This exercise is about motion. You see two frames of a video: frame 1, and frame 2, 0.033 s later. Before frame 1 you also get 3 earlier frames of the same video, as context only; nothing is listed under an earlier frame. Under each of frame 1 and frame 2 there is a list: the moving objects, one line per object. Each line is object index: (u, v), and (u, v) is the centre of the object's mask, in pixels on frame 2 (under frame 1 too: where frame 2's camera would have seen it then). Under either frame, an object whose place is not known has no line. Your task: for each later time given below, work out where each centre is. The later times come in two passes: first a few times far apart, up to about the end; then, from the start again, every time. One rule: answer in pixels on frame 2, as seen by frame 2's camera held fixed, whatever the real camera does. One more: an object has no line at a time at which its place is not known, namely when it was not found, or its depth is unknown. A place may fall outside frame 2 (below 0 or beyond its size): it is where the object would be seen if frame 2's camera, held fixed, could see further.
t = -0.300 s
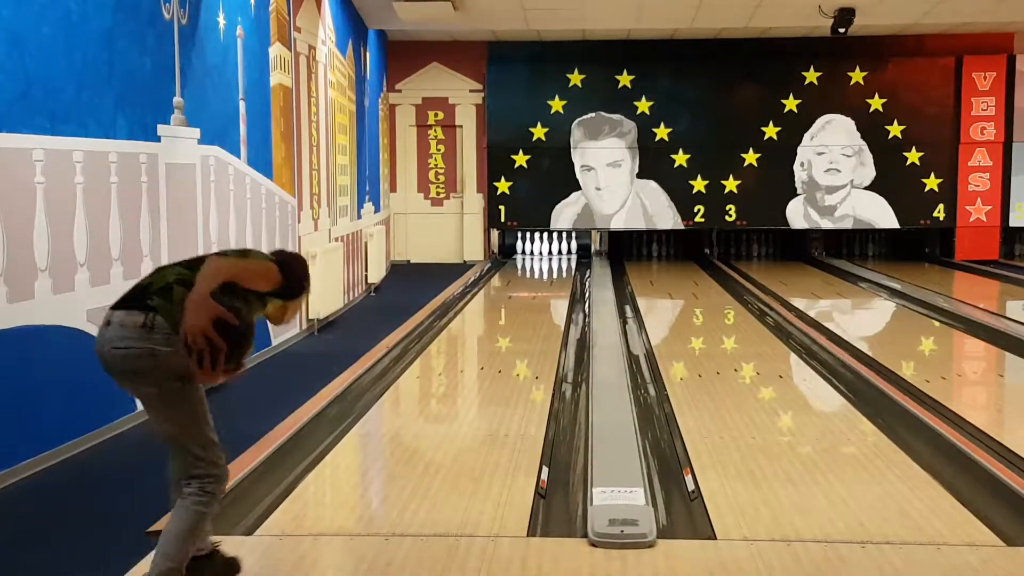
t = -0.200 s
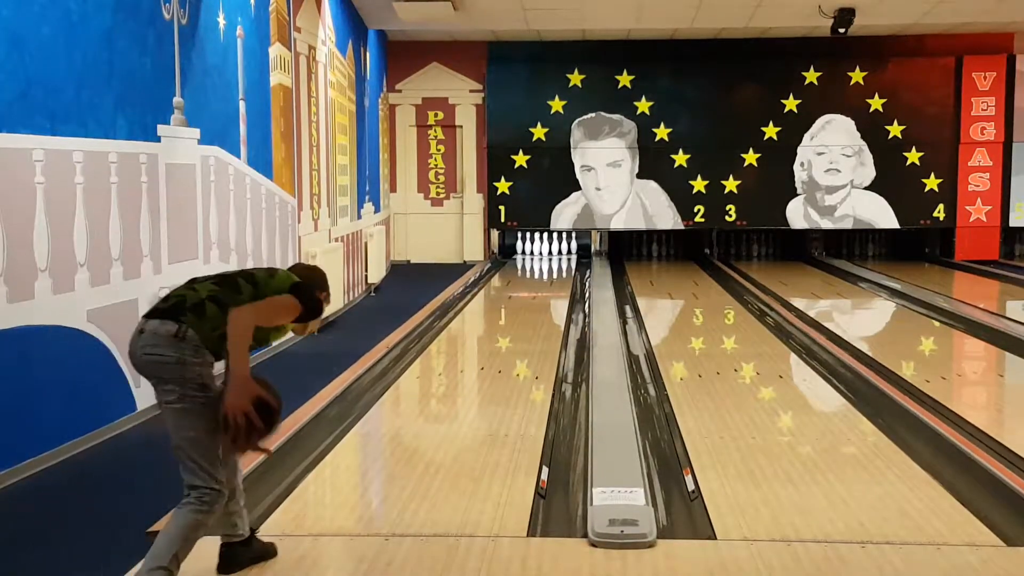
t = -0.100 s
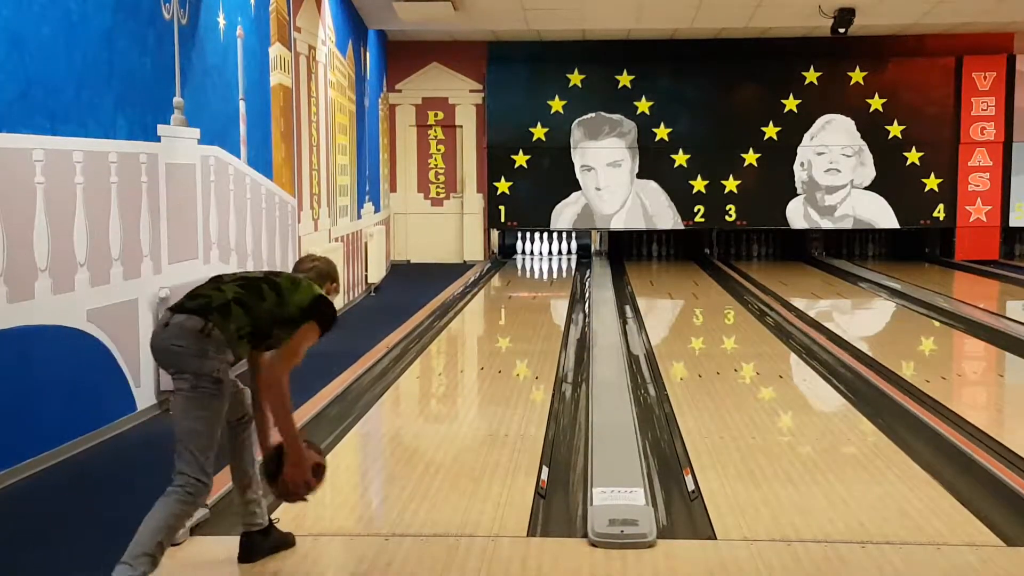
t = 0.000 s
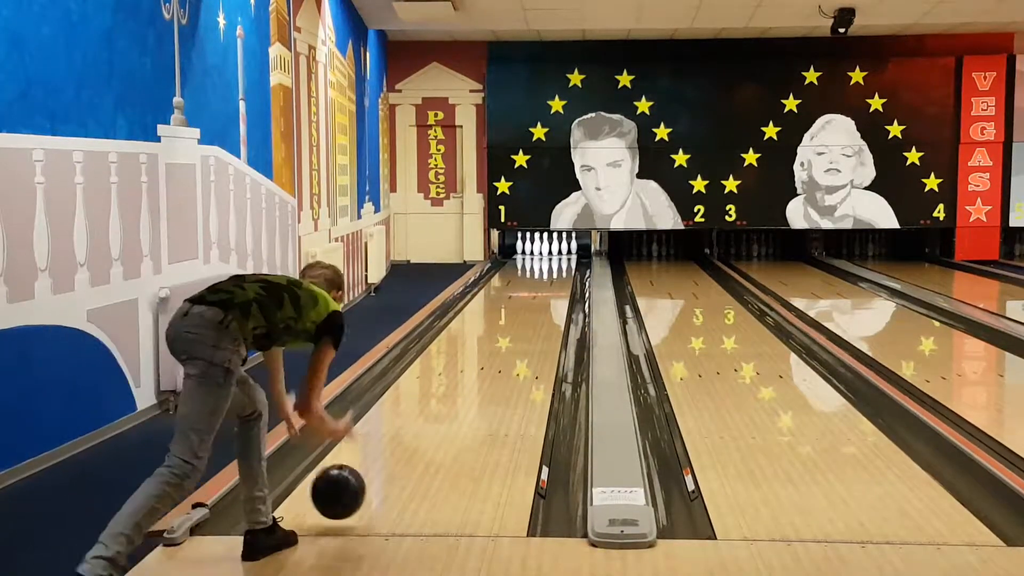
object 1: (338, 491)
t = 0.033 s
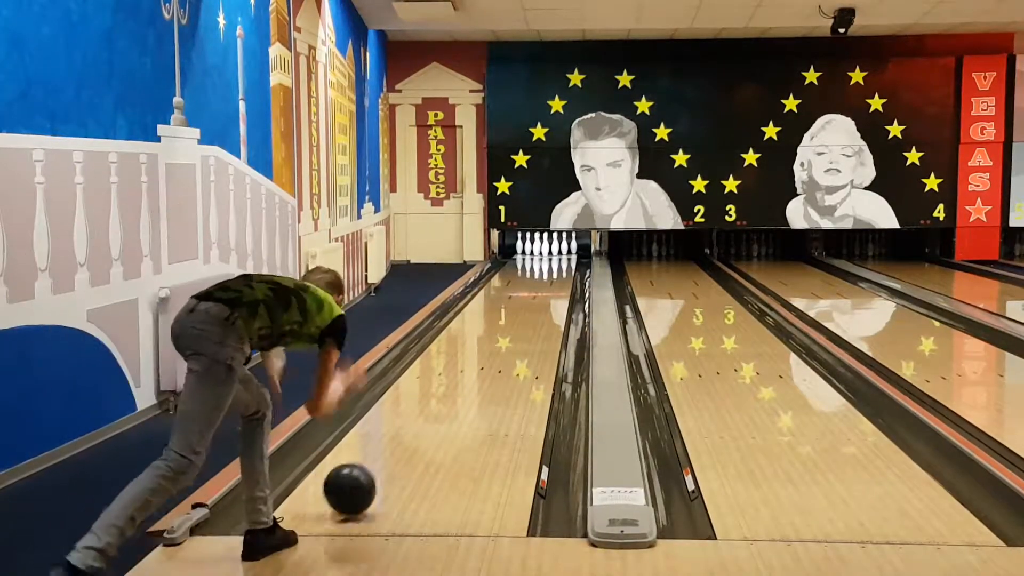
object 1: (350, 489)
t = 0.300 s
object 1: (416, 419)
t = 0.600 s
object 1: (461, 370)
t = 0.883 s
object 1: (490, 339)
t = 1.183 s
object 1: (511, 315)
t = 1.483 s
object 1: (525, 297)
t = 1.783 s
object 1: (536, 284)
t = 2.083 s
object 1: (544, 272)
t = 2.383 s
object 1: (546, 264)
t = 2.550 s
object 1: (545, 260)
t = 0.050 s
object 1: (355, 482)
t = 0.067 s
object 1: (360, 475)
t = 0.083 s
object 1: (365, 469)
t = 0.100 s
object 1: (369, 465)
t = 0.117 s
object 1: (374, 460)
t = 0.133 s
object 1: (379, 457)
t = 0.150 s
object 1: (383, 454)
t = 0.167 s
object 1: (387, 450)
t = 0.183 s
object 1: (391, 446)
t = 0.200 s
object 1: (395, 442)
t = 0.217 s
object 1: (399, 438)
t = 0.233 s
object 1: (402, 434)
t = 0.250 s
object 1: (406, 431)
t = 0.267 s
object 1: (409, 427)
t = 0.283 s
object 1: (413, 423)
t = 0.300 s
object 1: (416, 419)
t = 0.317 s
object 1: (419, 416)
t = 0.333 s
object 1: (422, 413)
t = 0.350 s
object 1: (425, 410)
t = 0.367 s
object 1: (428, 406)
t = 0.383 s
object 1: (431, 403)
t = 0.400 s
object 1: (433, 400)
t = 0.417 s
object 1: (436, 397)
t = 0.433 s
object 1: (439, 395)
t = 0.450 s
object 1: (441, 392)
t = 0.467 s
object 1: (444, 389)
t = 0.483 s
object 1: (446, 387)
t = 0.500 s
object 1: (449, 384)
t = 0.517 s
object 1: (451, 381)
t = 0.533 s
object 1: (453, 379)
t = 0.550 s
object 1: (455, 377)
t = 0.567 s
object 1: (457, 374)
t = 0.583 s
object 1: (459, 372)
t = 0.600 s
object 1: (461, 370)
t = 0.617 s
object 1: (464, 367)
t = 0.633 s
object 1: (465, 365)
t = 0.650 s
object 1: (467, 363)
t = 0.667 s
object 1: (469, 362)
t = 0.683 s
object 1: (471, 360)
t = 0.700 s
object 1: (473, 358)
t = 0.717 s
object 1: (475, 356)
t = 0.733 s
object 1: (476, 354)
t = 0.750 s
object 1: (478, 352)
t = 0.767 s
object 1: (479, 350)
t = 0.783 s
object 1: (481, 349)
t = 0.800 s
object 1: (482, 347)
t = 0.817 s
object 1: (484, 345)
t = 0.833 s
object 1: (485, 344)
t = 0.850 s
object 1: (487, 342)
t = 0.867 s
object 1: (488, 340)
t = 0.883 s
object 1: (490, 339)
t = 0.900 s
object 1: (491, 337)
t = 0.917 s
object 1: (493, 336)
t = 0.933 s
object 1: (494, 334)
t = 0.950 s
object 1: (495, 333)
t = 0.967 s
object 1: (496, 331)
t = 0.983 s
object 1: (497, 330)
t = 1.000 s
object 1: (498, 329)
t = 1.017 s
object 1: (500, 327)
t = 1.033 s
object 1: (501, 326)
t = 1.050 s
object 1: (502, 325)
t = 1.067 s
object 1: (503, 324)
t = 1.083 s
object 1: (504, 322)
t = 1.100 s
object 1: (505, 321)
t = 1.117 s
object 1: (506, 320)
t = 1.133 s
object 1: (508, 318)
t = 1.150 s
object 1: (509, 317)
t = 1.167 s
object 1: (510, 316)
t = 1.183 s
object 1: (511, 315)
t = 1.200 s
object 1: (512, 314)
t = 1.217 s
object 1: (512, 313)
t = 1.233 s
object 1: (513, 312)
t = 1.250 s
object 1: (514, 311)
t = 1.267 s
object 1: (515, 310)
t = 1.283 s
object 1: (516, 309)
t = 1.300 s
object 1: (517, 307)
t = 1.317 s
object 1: (518, 306)
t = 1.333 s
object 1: (518, 305)
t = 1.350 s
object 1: (519, 305)
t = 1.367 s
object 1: (520, 304)
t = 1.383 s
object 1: (521, 303)
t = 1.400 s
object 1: (522, 302)
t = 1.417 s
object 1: (522, 301)
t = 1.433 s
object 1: (523, 300)
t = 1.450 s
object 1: (524, 299)
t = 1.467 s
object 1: (525, 298)
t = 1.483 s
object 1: (525, 297)
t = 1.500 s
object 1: (526, 296)
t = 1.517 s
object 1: (527, 296)
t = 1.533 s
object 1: (528, 295)
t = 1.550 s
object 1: (528, 294)
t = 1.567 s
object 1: (529, 293)
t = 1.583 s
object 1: (529, 292)
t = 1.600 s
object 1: (530, 291)
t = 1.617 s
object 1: (531, 291)
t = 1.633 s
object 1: (532, 290)
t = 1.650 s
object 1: (532, 289)
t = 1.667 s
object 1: (533, 289)
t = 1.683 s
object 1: (533, 288)
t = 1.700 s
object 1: (534, 287)
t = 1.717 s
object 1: (534, 287)
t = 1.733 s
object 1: (535, 286)
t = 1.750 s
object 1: (535, 285)
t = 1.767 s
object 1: (536, 284)
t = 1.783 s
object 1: (536, 284)
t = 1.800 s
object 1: (537, 283)
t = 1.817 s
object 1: (537, 282)
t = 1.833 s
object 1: (538, 281)
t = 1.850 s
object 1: (538, 281)
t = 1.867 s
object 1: (539, 280)
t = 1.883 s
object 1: (539, 279)
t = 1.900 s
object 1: (540, 279)
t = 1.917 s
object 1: (540, 278)
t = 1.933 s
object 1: (541, 277)
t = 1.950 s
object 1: (541, 277)
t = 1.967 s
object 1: (541, 276)
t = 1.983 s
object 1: (542, 276)
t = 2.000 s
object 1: (542, 275)
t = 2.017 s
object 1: (542, 275)
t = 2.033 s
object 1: (543, 274)
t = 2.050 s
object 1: (543, 273)
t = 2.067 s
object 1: (544, 273)
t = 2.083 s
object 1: (544, 272)
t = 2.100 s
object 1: (544, 272)
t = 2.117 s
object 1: (545, 271)
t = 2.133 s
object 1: (545, 271)
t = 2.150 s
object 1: (545, 270)
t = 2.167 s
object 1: (545, 270)
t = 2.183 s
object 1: (545, 270)
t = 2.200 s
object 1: (546, 269)
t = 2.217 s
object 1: (546, 269)
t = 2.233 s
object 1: (546, 269)
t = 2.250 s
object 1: (546, 267)
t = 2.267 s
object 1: (546, 267)
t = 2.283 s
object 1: (546, 266)
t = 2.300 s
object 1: (546, 266)
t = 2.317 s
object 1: (546, 266)
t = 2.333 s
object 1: (546, 265)
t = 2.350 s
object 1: (546, 265)
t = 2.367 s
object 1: (546, 264)
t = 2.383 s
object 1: (546, 264)
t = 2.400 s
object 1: (546, 263)
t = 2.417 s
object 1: (546, 263)
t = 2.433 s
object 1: (546, 263)
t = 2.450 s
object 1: (546, 262)
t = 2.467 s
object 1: (546, 262)
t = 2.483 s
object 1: (545, 262)
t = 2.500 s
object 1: (545, 261)
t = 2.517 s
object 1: (545, 261)
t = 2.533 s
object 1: (545, 260)
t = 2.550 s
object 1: (545, 260)
